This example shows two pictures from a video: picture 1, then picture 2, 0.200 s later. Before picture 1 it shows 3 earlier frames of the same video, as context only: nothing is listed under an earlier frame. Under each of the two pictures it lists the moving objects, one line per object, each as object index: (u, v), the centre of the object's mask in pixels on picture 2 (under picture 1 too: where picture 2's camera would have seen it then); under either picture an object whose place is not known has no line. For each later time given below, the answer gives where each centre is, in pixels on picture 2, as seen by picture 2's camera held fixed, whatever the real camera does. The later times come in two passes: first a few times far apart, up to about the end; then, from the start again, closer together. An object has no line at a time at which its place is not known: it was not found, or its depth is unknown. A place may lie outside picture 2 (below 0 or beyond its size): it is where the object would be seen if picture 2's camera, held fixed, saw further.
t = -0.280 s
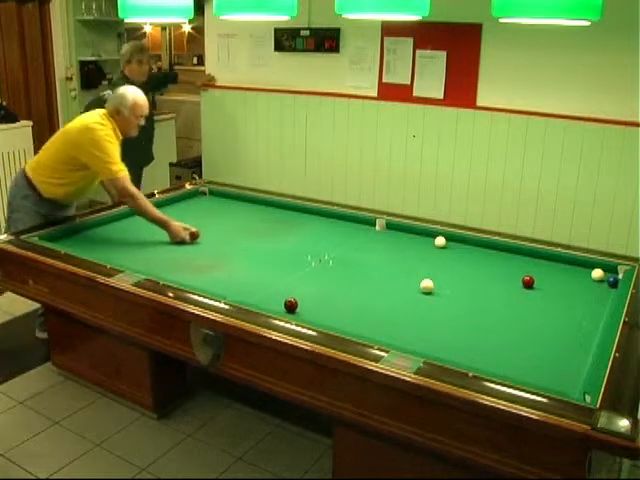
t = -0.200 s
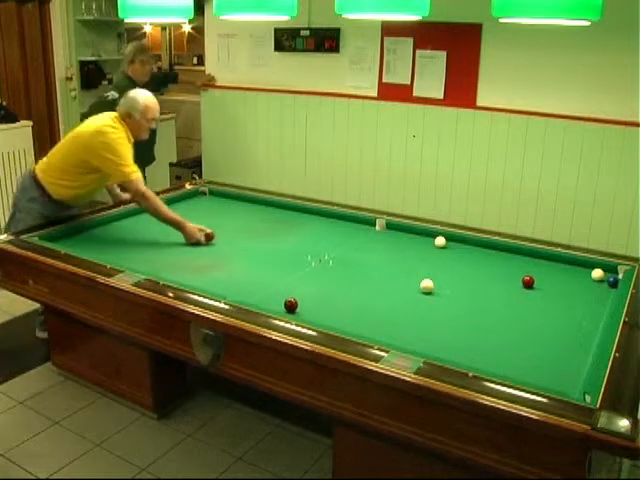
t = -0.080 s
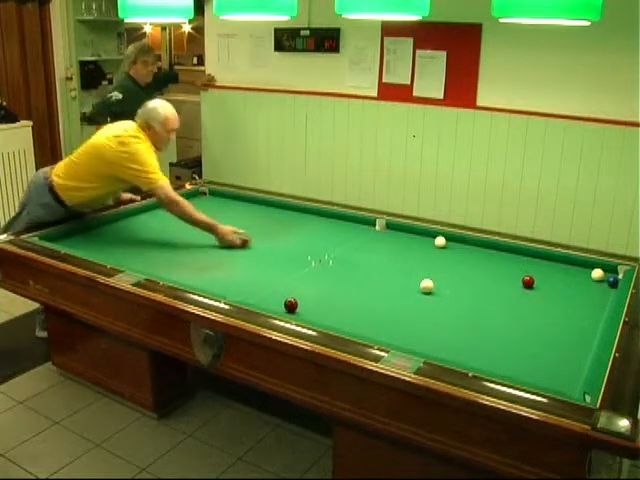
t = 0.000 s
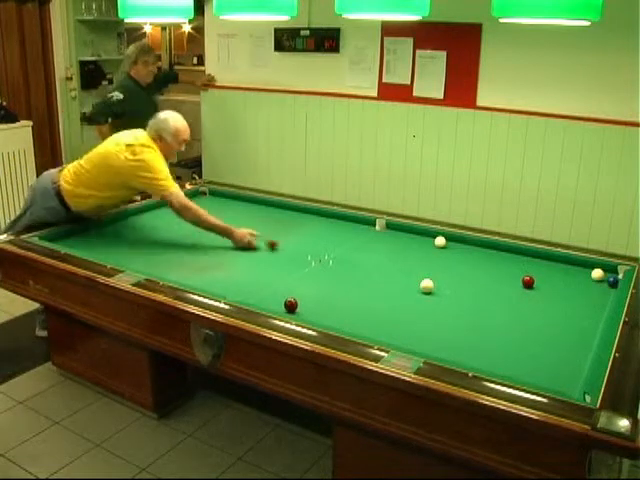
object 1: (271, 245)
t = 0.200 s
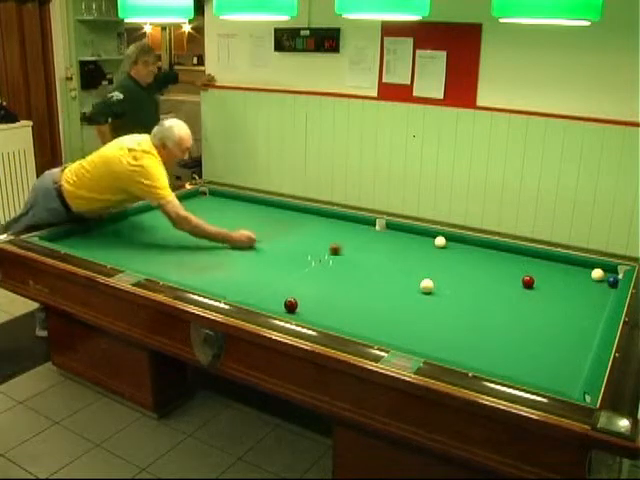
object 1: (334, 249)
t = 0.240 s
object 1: (346, 250)
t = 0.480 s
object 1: (412, 255)
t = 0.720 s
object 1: (481, 261)
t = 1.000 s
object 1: (558, 266)
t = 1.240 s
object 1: (614, 270)
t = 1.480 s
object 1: (579, 268)
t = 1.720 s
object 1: (548, 263)
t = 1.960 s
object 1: (518, 260)
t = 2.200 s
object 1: (489, 256)
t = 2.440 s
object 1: (462, 251)
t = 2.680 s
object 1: (435, 248)
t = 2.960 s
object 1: (406, 244)
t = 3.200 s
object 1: (383, 241)
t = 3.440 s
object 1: (359, 238)
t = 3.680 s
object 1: (337, 234)
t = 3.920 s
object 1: (316, 231)
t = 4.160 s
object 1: (296, 229)
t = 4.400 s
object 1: (277, 226)
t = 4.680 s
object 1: (255, 223)
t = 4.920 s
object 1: (238, 221)
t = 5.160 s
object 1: (222, 219)
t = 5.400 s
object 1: (207, 216)
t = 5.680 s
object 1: (190, 214)
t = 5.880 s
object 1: (178, 213)
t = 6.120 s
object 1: (165, 211)
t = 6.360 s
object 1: (154, 210)
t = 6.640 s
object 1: (151, 210)
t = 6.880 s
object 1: (156, 212)
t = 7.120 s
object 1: (159, 213)
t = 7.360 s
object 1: (164, 214)
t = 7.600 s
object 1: (168, 216)
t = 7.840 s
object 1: (171, 217)
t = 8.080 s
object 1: (174, 218)
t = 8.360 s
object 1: (177, 219)
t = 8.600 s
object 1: (181, 221)
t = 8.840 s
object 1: (183, 221)
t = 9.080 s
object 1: (185, 223)
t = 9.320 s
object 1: (187, 223)
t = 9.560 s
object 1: (189, 223)
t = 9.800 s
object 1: (191, 224)
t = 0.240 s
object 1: (346, 250)
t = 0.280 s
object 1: (357, 251)
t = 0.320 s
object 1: (368, 252)
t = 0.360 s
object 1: (379, 253)
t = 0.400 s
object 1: (390, 254)
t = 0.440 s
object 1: (401, 254)
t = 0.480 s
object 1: (412, 255)
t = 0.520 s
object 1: (423, 256)
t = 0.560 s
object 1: (435, 257)
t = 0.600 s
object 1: (447, 259)
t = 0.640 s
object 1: (458, 260)
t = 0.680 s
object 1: (470, 261)
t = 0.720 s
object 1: (481, 261)
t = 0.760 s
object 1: (492, 262)
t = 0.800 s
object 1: (503, 262)
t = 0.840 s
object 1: (515, 264)
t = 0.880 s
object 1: (525, 264)
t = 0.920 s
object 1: (536, 264)
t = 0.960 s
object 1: (548, 265)
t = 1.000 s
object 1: (558, 266)
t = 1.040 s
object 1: (568, 267)
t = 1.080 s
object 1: (583, 267)
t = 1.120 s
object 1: (589, 267)
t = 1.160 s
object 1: (602, 267)
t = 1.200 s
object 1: (612, 270)
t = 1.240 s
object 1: (614, 270)
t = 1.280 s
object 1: (610, 270)
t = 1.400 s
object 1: (588, 269)
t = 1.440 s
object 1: (583, 269)
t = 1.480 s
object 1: (579, 268)
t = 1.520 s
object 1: (573, 267)
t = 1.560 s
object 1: (568, 266)
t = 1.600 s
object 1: (563, 266)
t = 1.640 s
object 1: (558, 265)
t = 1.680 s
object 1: (552, 264)
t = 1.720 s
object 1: (548, 263)
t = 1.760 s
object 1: (543, 262)
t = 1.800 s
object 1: (537, 262)
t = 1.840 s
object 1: (533, 261)
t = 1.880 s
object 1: (528, 261)
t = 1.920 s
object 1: (523, 261)
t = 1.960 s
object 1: (518, 260)
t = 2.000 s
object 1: (514, 260)
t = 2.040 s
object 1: (509, 259)
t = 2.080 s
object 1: (504, 258)
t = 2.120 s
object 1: (500, 258)
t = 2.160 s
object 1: (495, 256)
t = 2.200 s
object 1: (489, 256)
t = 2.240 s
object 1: (485, 255)
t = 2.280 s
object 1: (480, 254)
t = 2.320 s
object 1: (476, 253)
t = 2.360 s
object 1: (471, 253)
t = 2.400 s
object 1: (467, 252)
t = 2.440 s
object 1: (462, 251)
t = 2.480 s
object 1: (458, 251)
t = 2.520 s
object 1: (453, 250)
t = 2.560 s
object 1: (449, 249)
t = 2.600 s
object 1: (445, 249)
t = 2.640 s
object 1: (441, 249)
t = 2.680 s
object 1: (435, 248)
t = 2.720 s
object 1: (431, 247)
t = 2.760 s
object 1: (426, 247)
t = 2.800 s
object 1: (423, 246)
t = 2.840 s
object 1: (418, 246)
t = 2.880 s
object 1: (415, 245)
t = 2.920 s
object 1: (410, 244)
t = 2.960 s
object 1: (406, 244)
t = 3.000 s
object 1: (402, 244)
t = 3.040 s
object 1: (398, 243)
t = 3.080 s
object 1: (394, 242)
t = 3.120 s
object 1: (390, 241)
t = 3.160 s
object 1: (387, 241)
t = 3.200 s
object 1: (383, 241)
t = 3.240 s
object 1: (378, 240)
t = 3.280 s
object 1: (374, 240)
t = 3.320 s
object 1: (371, 239)
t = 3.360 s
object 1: (367, 239)
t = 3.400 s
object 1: (363, 238)
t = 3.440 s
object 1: (359, 238)
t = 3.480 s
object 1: (355, 237)
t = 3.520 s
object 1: (351, 237)
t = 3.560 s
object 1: (348, 236)
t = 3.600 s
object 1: (344, 235)
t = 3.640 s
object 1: (341, 235)
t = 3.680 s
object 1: (337, 234)
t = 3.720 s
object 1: (333, 234)
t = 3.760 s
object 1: (330, 233)
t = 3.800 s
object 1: (326, 233)
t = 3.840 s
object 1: (323, 232)
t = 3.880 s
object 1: (319, 232)
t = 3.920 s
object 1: (316, 231)
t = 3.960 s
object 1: (312, 231)
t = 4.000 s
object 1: (309, 230)
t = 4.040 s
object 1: (306, 230)
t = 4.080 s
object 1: (302, 229)
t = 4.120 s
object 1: (299, 229)
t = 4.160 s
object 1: (296, 229)
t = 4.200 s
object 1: (293, 228)
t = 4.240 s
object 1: (289, 228)
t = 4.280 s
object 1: (286, 228)
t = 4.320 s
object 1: (283, 228)
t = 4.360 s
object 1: (280, 226)
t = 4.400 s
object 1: (277, 226)
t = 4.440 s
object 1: (274, 227)
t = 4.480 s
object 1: (271, 226)
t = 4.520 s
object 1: (267, 226)
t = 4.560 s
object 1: (265, 226)
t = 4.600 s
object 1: (261, 223)
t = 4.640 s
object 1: (259, 223)
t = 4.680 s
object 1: (255, 223)
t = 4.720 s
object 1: (252, 223)
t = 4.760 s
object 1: (250, 222)
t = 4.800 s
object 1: (247, 222)
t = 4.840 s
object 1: (244, 222)
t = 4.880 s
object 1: (242, 221)
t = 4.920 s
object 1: (238, 221)
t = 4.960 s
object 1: (236, 220)
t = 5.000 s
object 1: (233, 220)
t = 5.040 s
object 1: (230, 220)
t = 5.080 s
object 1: (228, 219)
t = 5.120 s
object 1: (225, 219)
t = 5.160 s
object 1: (222, 219)
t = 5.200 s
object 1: (219, 218)
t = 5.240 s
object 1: (217, 218)
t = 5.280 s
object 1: (214, 217)
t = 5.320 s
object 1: (212, 217)
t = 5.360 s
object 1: (209, 217)
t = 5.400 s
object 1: (207, 216)
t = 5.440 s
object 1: (204, 216)
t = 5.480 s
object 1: (202, 216)
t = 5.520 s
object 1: (200, 216)
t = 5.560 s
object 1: (197, 215)
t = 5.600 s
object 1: (194, 215)
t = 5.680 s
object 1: (190, 214)
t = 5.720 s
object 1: (188, 214)
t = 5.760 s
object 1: (185, 214)
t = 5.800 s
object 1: (183, 213)
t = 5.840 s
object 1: (180, 213)
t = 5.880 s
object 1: (178, 213)
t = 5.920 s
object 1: (176, 213)
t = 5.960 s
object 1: (174, 212)
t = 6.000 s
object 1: (171, 212)
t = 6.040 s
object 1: (169, 212)
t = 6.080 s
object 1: (167, 212)
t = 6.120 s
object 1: (165, 211)
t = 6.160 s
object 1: (163, 211)
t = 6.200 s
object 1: (161, 211)
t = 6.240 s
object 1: (159, 211)
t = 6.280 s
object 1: (157, 211)
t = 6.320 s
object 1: (155, 210)
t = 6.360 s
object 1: (154, 210)
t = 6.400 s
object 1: (150, 210)
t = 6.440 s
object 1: (149, 210)
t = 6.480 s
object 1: (149, 210)
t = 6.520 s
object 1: (149, 210)
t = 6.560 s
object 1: (150, 210)
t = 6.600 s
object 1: (150, 210)
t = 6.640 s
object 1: (151, 210)
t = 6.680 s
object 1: (152, 210)
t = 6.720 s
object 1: (152, 210)
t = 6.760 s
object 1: (153, 211)
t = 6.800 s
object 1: (154, 211)
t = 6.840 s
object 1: (155, 212)
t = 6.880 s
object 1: (156, 212)
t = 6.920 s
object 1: (156, 212)
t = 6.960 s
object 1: (157, 212)
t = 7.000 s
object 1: (157, 212)
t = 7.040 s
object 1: (158, 212)
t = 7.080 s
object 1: (159, 212)
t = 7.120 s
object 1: (159, 213)
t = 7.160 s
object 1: (160, 213)
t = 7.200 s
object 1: (161, 213)
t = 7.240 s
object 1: (161, 213)
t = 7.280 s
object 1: (163, 214)
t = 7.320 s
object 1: (163, 214)
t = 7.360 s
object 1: (164, 214)
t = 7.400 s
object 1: (165, 214)
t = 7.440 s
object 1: (165, 214)
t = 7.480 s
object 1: (166, 215)
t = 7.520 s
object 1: (166, 215)
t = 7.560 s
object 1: (167, 215)
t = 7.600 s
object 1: (168, 216)
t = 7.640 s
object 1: (168, 216)
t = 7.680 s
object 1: (169, 216)
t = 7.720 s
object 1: (169, 216)
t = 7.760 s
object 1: (169, 216)
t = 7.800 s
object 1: (171, 217)
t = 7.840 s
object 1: (171, 217)
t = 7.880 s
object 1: (172, 218)
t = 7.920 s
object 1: (172, 218)
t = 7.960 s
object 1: (173, 218)
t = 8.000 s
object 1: (174, 218)
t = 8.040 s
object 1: (174, 218)
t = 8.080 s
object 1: (174, 218)
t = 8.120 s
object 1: (175, 219)
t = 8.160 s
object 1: (175, 219)
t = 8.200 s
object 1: (176, 219)
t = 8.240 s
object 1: (176, 219)
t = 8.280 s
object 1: (177, 219)
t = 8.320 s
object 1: (177, 219)
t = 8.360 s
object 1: (177, 219)
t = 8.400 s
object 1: (178, 220)
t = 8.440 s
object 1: (178, 220)
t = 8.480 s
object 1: (179, 220)
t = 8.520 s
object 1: (180, 221)
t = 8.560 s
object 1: (180, 221)
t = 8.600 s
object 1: (181, 221)
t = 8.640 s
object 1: (181, 221)
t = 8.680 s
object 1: (181, 221)
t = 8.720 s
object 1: (182, 221)
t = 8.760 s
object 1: (182, 221)
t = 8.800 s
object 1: (182, 221)
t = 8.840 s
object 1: (183, 221)
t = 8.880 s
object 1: (183, 222)
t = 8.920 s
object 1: (184, 222)
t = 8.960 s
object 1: (184, 222)
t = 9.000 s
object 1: (185, 222)
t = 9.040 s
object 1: (185, 222)
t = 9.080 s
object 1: (185, 223)
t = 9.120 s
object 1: (186, 223)
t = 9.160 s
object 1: (186, 223)
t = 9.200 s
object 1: (187, 223)
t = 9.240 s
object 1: (187, 223)
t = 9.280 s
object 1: (187, 223)
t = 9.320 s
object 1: (187, 223)
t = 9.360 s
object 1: (188, 223)
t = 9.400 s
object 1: (188, 223)
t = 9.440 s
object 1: (189, 223)
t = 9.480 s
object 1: (189, 223)
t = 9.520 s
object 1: (189, 223)
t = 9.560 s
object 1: (189, 223)
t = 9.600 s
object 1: (189, 224)
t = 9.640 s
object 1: (189, 224)
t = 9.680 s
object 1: (190, 224)
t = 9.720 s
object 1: (190, 224)
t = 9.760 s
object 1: (190, 224)
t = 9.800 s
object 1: (191, 224)
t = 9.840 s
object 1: (191, 224)
